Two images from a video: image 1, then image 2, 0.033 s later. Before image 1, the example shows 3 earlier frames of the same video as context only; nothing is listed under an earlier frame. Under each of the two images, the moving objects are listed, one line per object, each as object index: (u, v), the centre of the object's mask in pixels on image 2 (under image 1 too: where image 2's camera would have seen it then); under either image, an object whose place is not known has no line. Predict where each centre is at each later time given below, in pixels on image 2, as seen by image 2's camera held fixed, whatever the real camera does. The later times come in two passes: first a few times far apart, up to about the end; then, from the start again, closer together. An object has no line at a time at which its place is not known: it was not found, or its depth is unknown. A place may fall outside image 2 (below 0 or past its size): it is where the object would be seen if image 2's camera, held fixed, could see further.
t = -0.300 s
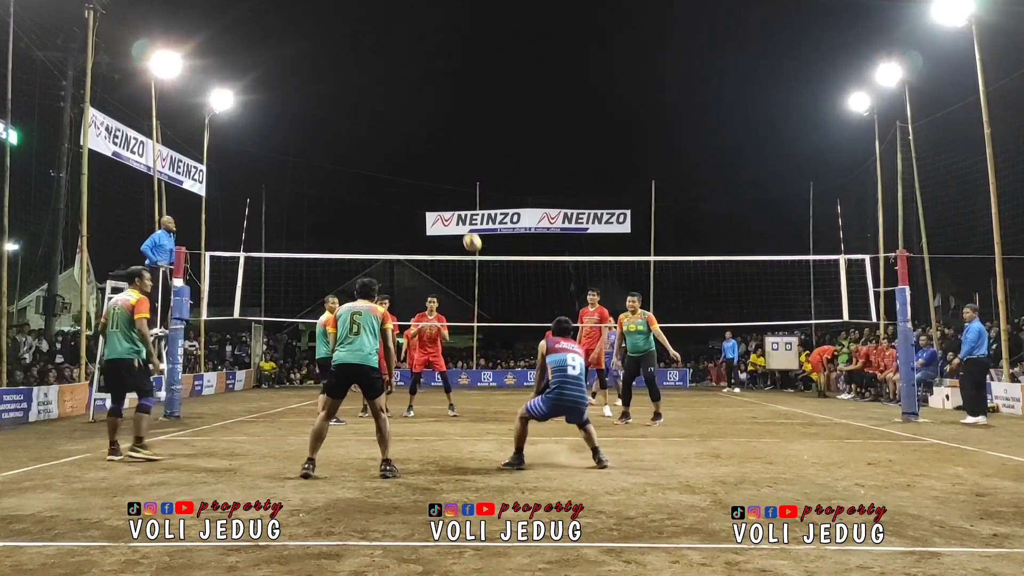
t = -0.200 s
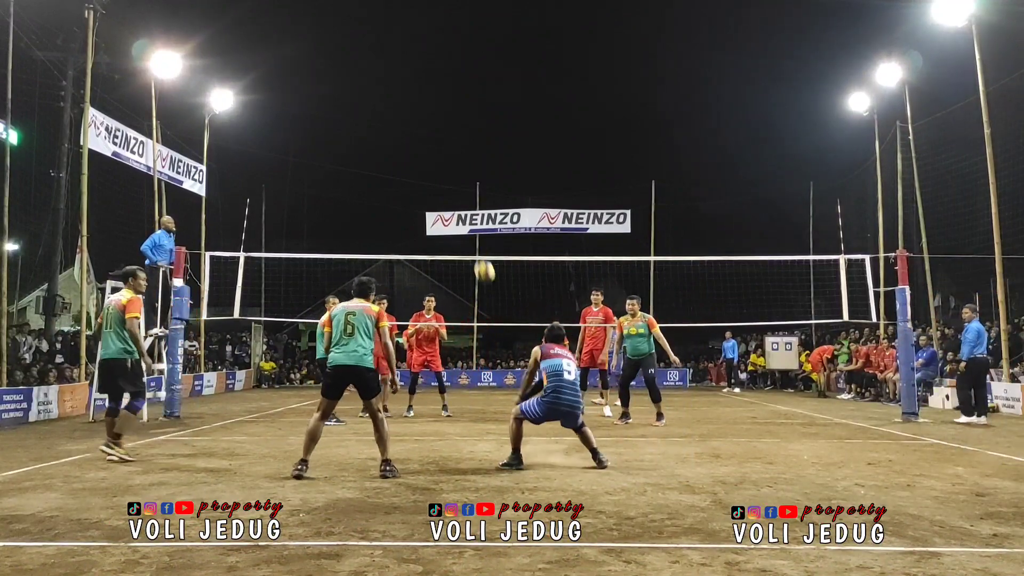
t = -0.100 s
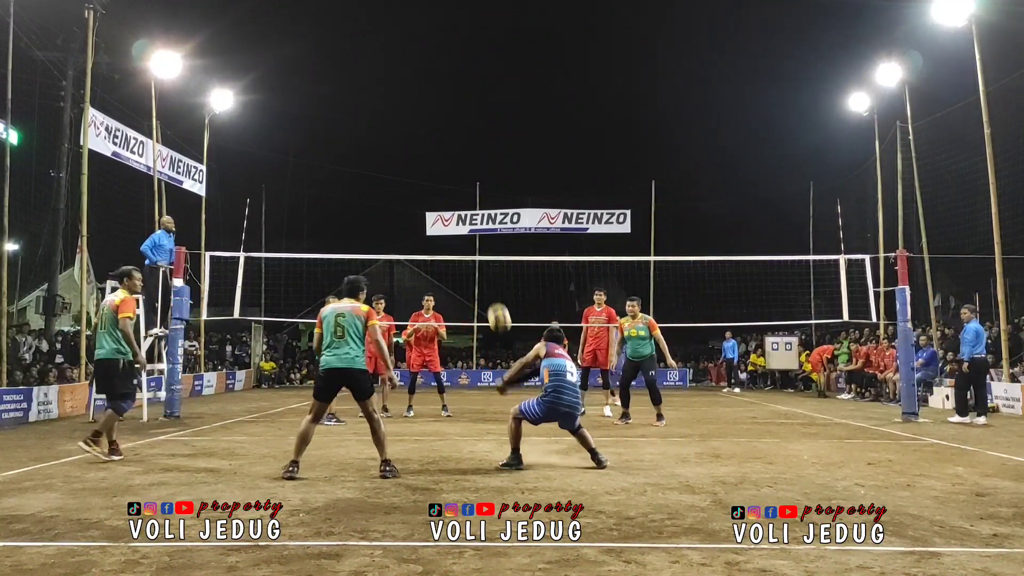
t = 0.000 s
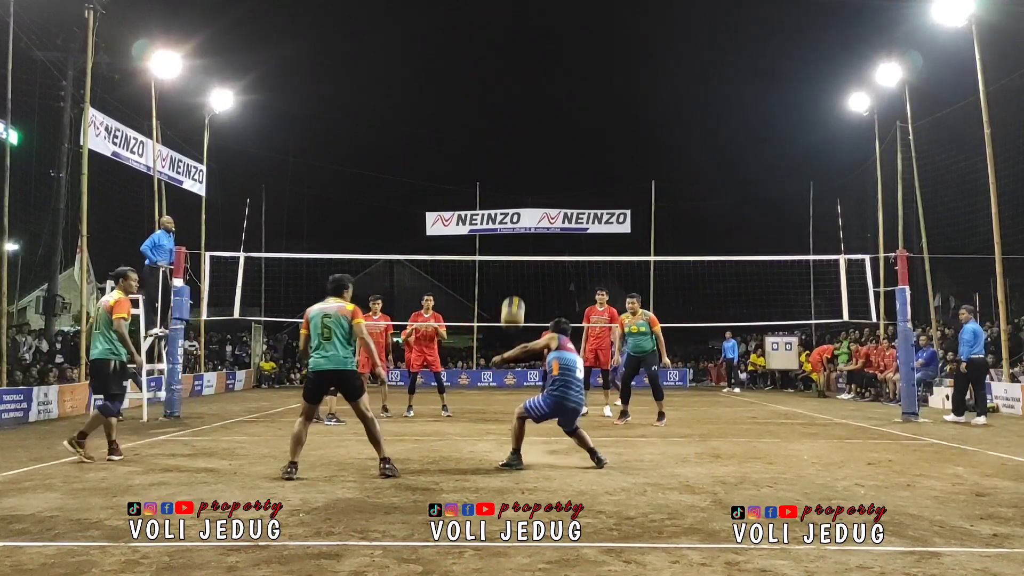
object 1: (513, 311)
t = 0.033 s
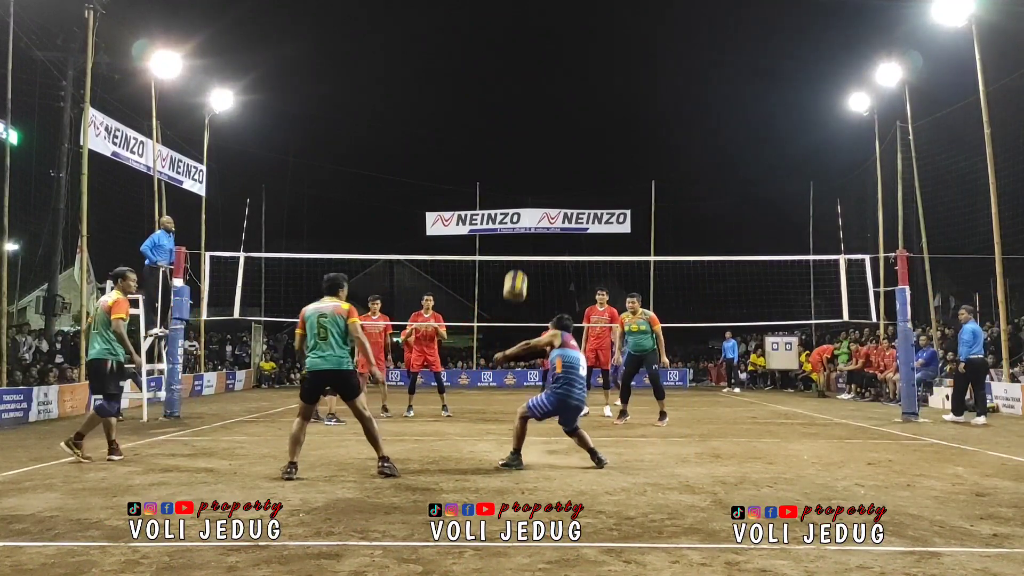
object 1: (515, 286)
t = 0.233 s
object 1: (531, 155)
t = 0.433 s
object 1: (546, 76)
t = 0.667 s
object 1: (562, 37)
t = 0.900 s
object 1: (576, 46)
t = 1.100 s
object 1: (587, 85)
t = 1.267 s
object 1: (595, 138)
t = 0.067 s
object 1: (518, 260)
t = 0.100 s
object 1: (520, 238)
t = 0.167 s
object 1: (526, 192)
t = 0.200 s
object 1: (529, 173)
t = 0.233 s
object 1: (531, 155)
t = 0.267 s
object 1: (534, 139)
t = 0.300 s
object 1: (536, 124)
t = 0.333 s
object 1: (539, 110)
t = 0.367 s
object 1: (541, 97)
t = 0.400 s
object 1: (544, 87)
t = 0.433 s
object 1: (546, 76)
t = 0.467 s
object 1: (549, 67)
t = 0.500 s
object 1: (551, 60)
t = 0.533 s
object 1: (553, 53)
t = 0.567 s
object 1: (555, 47)
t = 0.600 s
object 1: (558, 43)
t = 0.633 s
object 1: (560, 40)
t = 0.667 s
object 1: (562, 37)
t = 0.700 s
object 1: (564, 36)
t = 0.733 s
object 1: (566, 35)
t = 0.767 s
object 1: (568, 36)
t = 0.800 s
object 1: (570, 37)
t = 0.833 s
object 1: (572, 39)
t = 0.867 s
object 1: (574, 42)
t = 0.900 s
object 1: (576, 46)
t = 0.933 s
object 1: (578, 50)
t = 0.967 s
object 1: (580, 55)
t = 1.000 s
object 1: (581, 62)
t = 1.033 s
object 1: (583, 68)
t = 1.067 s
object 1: (585, 76)
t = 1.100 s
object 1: (587, 85)
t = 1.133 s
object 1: (588, 94)
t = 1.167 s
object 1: (590, 104)
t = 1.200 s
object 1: (592, 114)
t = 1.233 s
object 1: (593, 126)
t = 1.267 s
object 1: (595, 138)
